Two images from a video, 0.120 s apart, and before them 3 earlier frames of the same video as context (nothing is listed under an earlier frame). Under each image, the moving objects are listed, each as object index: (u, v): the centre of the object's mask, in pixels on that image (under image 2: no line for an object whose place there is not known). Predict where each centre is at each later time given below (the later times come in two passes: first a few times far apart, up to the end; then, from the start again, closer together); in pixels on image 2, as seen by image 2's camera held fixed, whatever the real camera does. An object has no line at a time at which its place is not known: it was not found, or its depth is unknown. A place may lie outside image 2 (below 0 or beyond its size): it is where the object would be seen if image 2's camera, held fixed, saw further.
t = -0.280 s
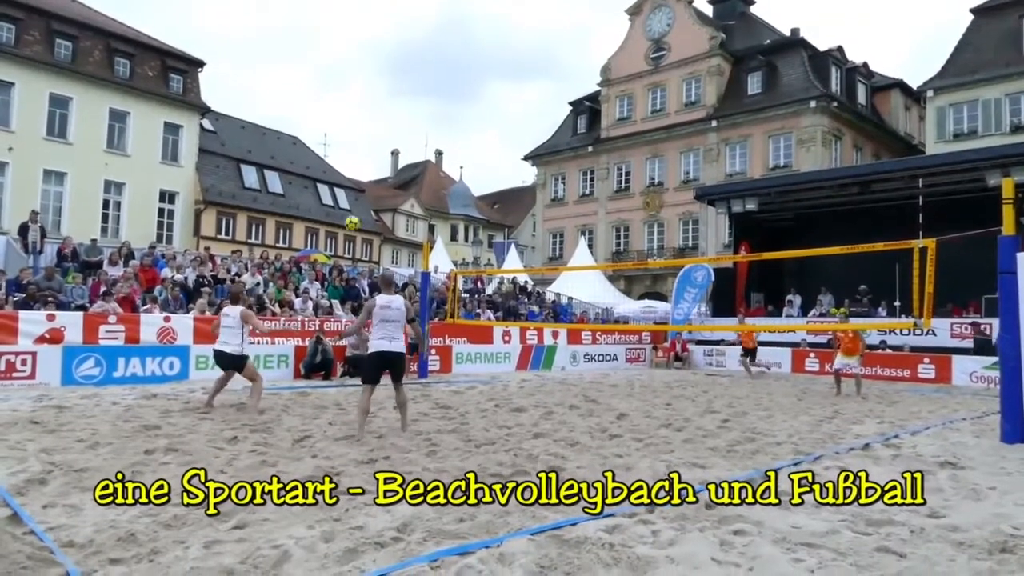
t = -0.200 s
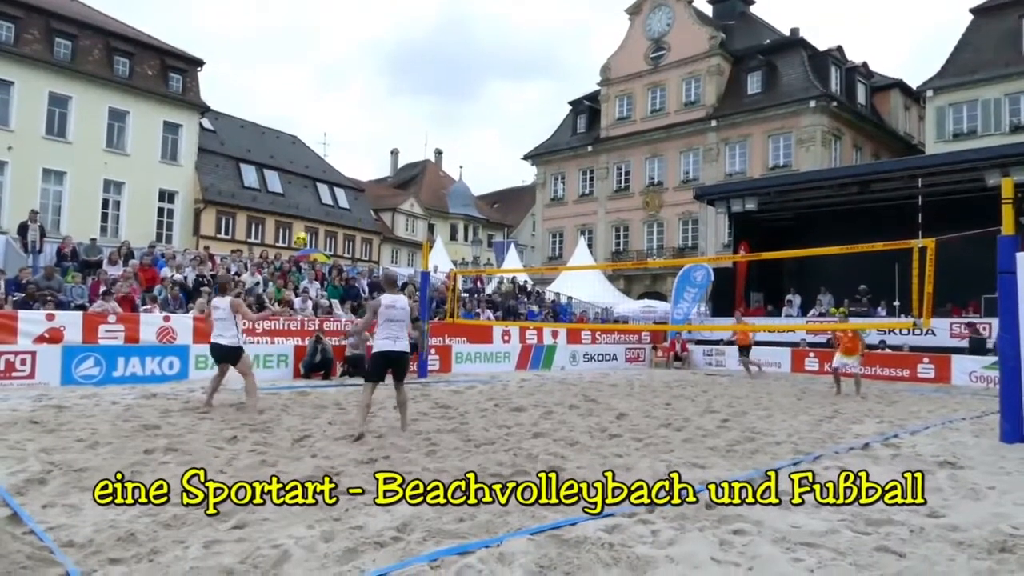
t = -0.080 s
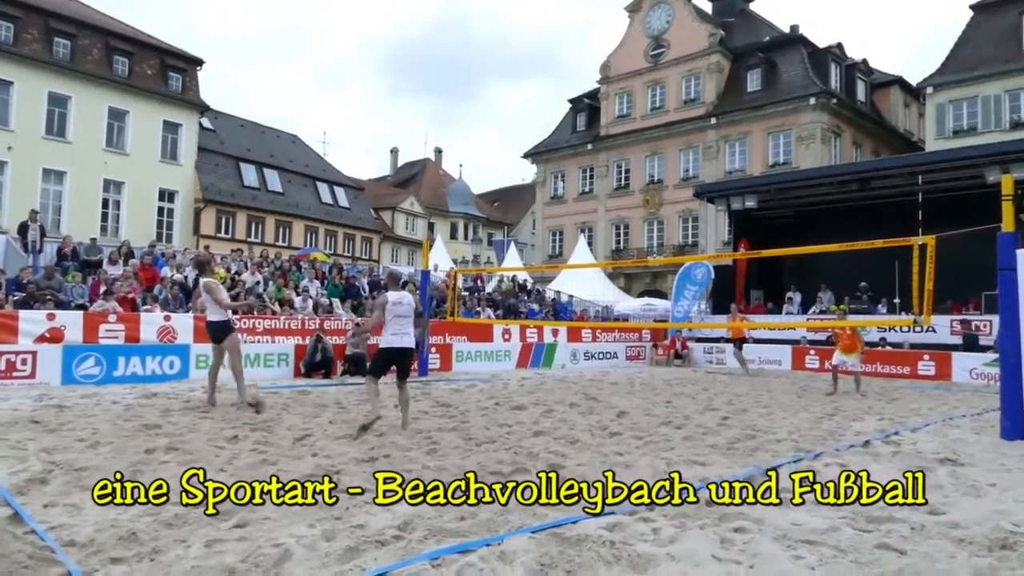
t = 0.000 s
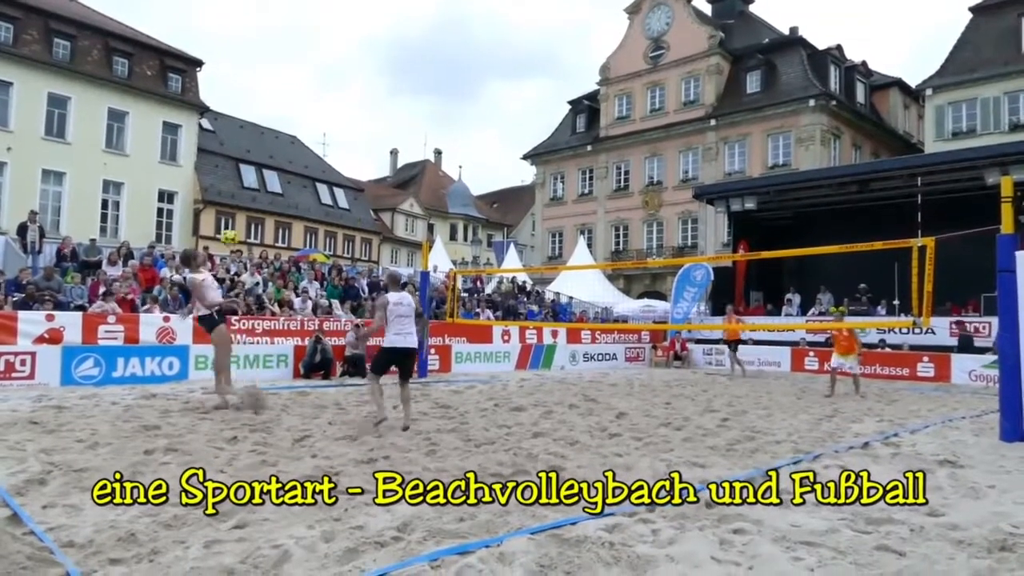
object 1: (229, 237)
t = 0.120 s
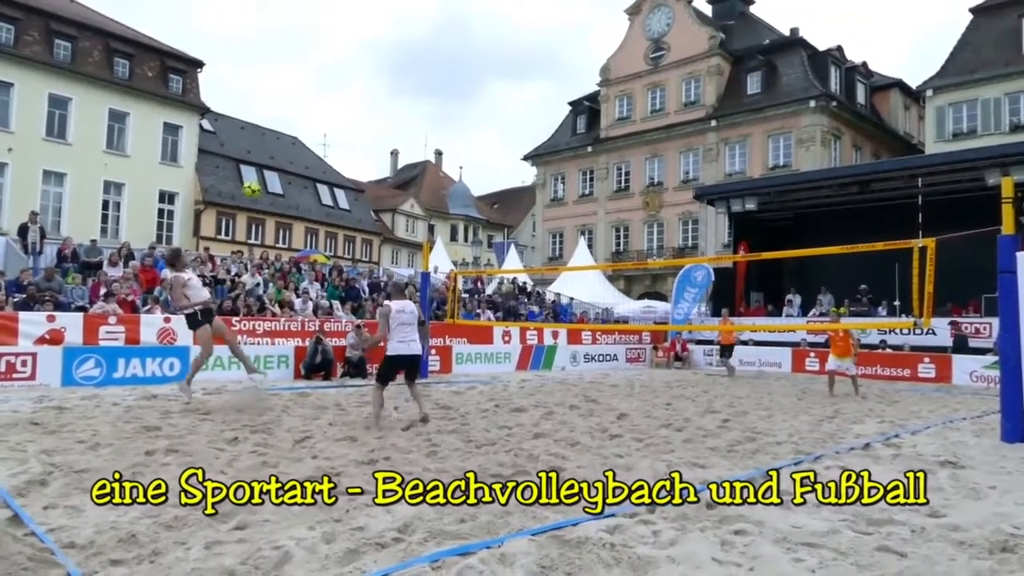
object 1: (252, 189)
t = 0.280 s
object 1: (279, 140)
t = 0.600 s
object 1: (333, 99)
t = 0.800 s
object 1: (367, 112)
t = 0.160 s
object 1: (259, 175)
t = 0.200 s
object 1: (266, 162)
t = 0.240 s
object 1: (273, 150)
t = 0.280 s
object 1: (279, 140)
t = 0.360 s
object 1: (293, 123)
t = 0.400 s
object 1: (300, 116)
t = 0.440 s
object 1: (306, 110)
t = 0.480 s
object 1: (313, 105)
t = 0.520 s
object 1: (320, 102)
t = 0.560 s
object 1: (326, 99)
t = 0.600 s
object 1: (333, 99)
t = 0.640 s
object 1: (340, 99)
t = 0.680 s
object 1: (346, 101)
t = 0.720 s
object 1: (353, 103)
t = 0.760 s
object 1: (359, 107)
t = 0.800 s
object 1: (367, 112)
